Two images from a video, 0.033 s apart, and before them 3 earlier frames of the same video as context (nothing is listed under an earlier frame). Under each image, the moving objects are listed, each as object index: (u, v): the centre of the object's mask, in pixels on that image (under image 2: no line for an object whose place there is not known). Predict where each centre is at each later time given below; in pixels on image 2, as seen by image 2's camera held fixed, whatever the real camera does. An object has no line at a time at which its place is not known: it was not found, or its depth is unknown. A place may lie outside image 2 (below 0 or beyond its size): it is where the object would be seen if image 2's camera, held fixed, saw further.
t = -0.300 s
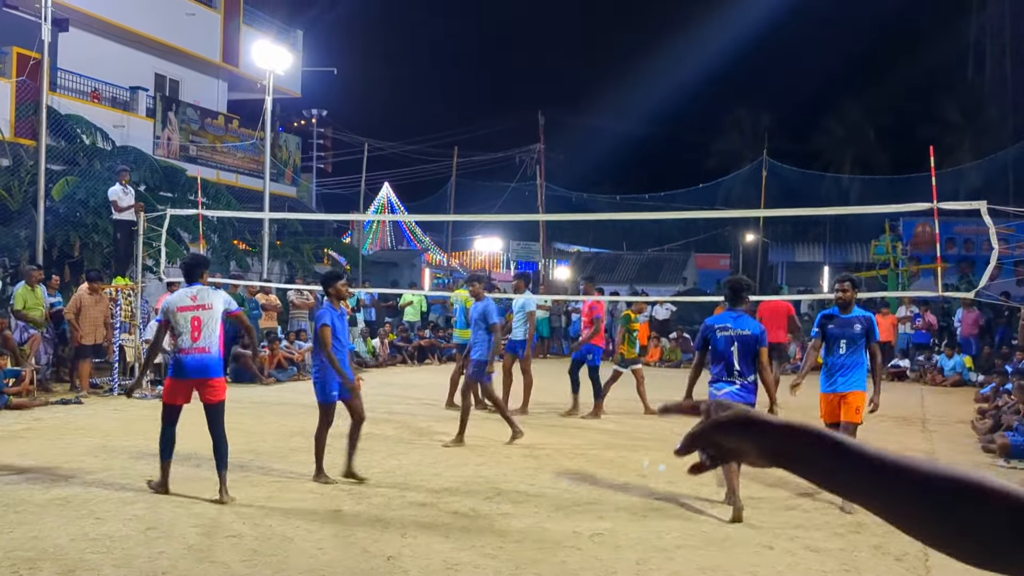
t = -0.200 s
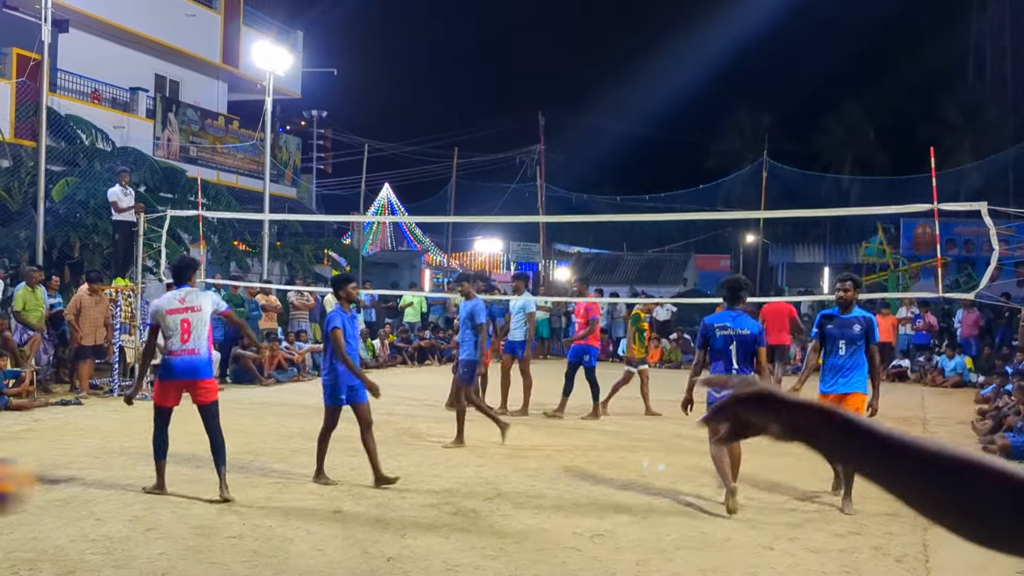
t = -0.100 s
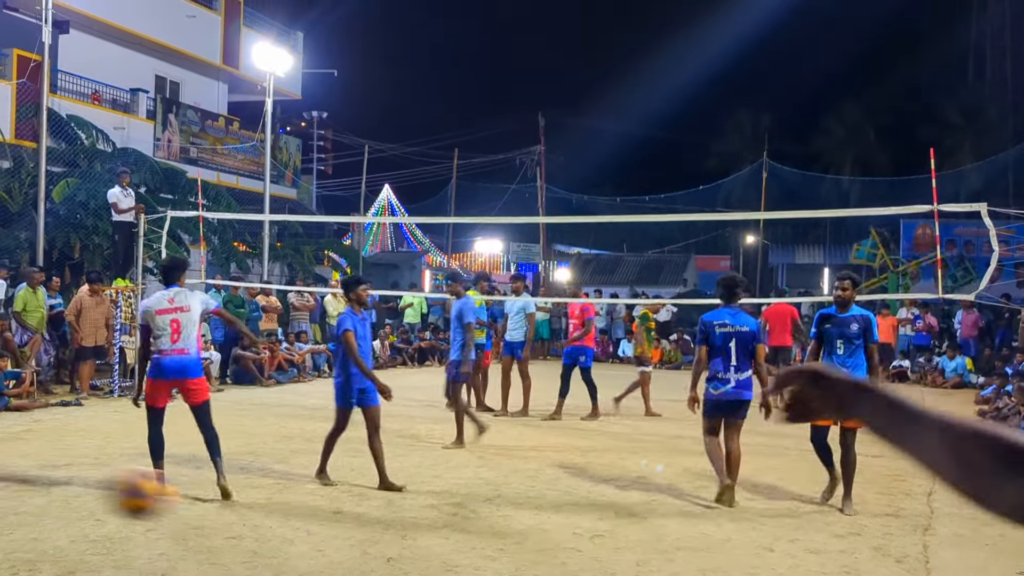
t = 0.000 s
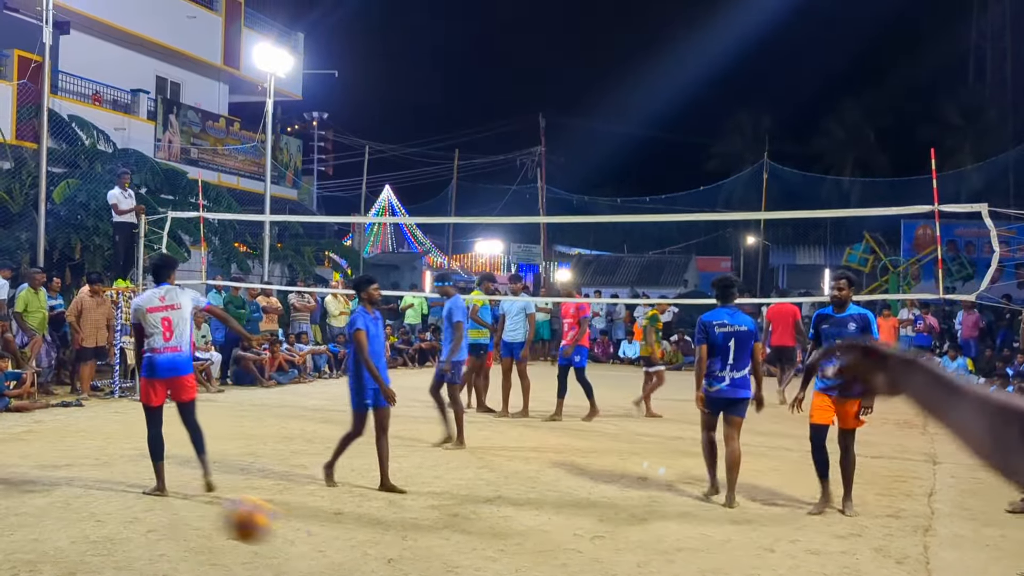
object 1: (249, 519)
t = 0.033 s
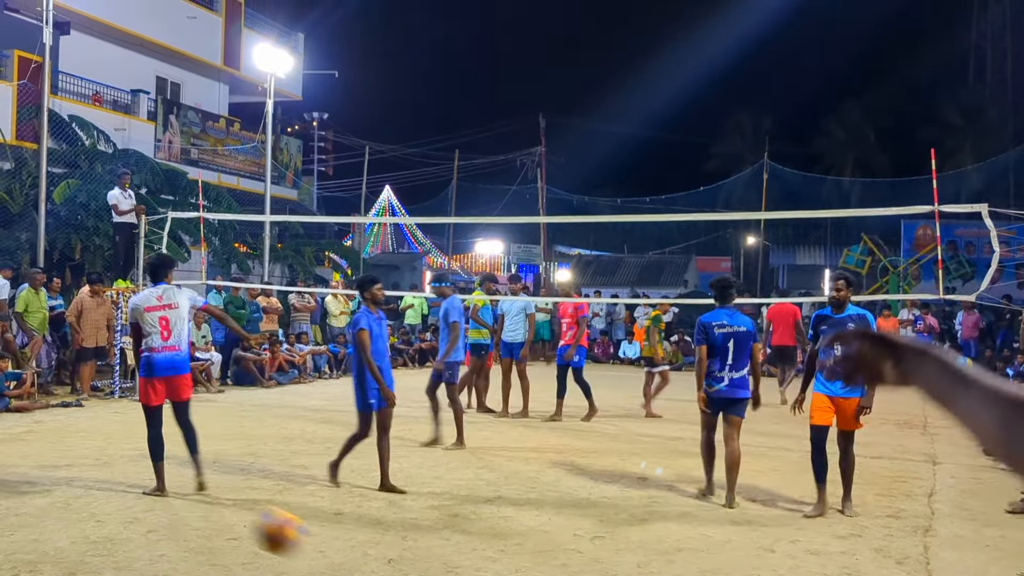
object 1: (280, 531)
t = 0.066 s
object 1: (304, 543)
